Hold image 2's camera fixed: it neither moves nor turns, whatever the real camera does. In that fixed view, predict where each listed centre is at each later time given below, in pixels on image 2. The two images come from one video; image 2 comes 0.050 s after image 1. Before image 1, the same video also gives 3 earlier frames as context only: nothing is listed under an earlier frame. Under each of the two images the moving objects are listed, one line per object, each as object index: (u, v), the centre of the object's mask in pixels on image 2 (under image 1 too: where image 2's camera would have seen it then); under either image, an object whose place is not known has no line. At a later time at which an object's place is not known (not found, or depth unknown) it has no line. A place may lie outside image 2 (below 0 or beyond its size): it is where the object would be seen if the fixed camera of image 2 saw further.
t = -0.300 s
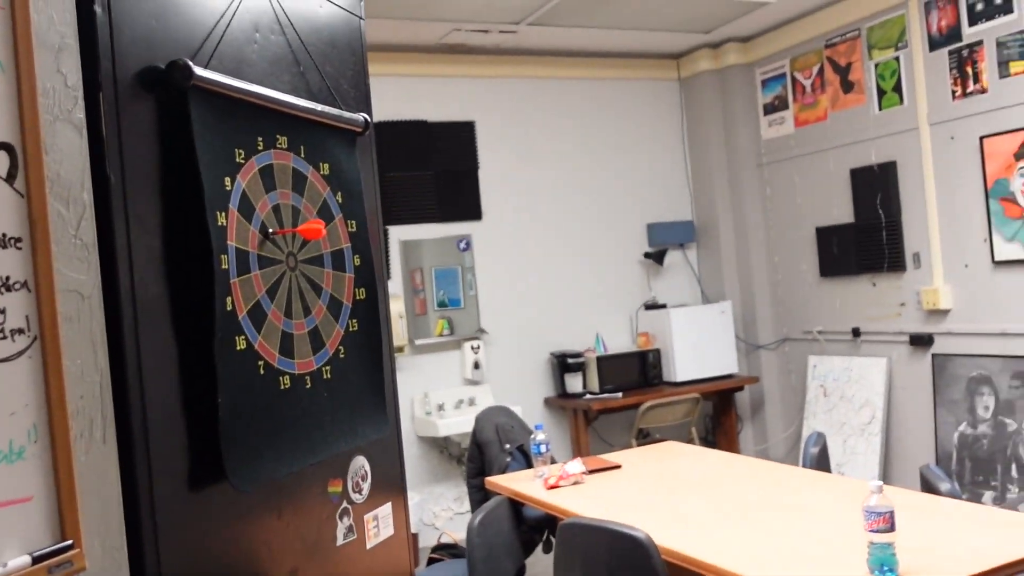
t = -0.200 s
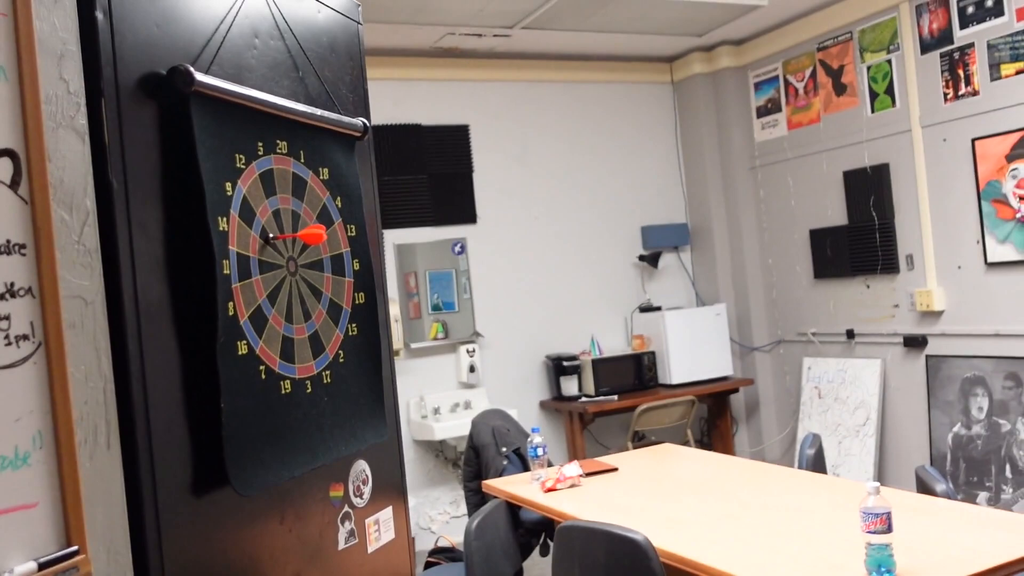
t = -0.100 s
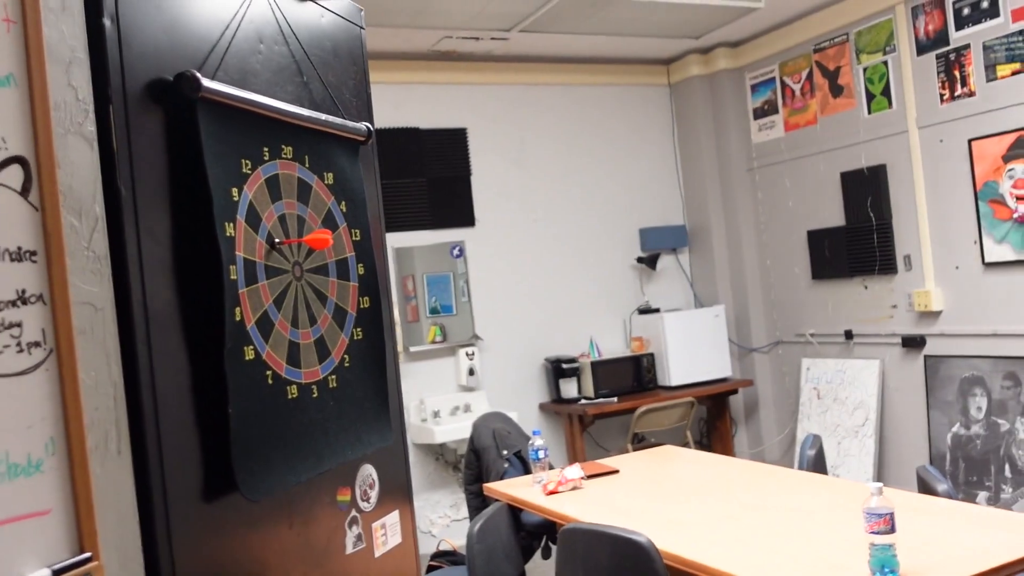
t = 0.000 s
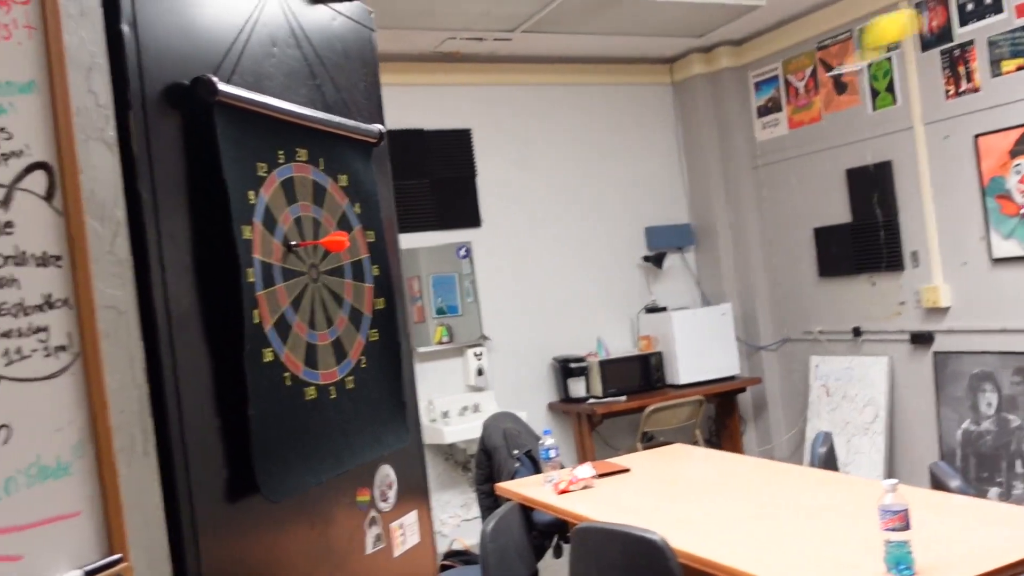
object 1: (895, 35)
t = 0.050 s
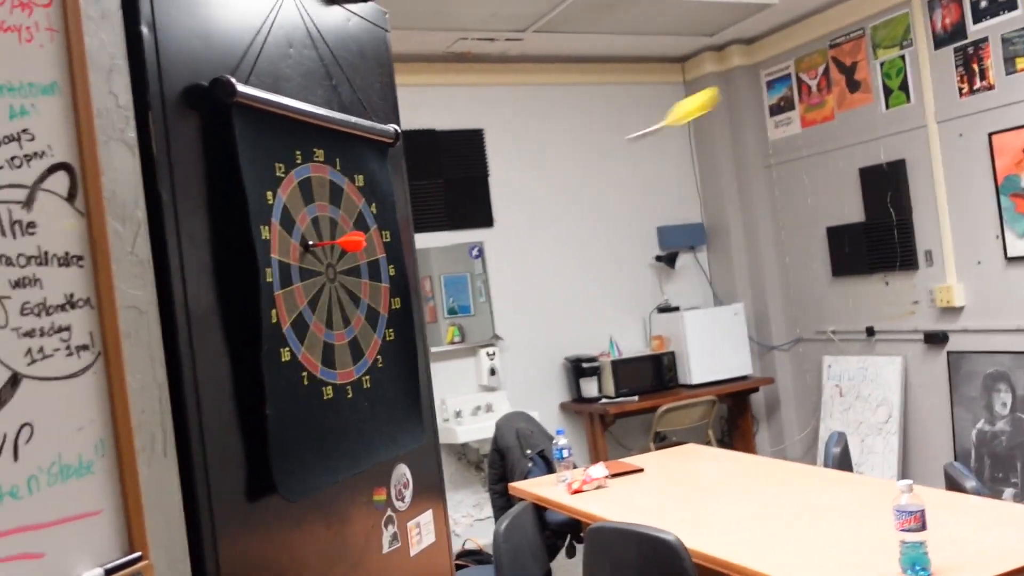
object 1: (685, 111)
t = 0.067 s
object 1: (620, 142)
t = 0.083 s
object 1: (559, 173)
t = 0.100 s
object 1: (498, 205)
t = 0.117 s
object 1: (451, 234)
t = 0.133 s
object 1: (387, 265)
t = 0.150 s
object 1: (350, 291)
